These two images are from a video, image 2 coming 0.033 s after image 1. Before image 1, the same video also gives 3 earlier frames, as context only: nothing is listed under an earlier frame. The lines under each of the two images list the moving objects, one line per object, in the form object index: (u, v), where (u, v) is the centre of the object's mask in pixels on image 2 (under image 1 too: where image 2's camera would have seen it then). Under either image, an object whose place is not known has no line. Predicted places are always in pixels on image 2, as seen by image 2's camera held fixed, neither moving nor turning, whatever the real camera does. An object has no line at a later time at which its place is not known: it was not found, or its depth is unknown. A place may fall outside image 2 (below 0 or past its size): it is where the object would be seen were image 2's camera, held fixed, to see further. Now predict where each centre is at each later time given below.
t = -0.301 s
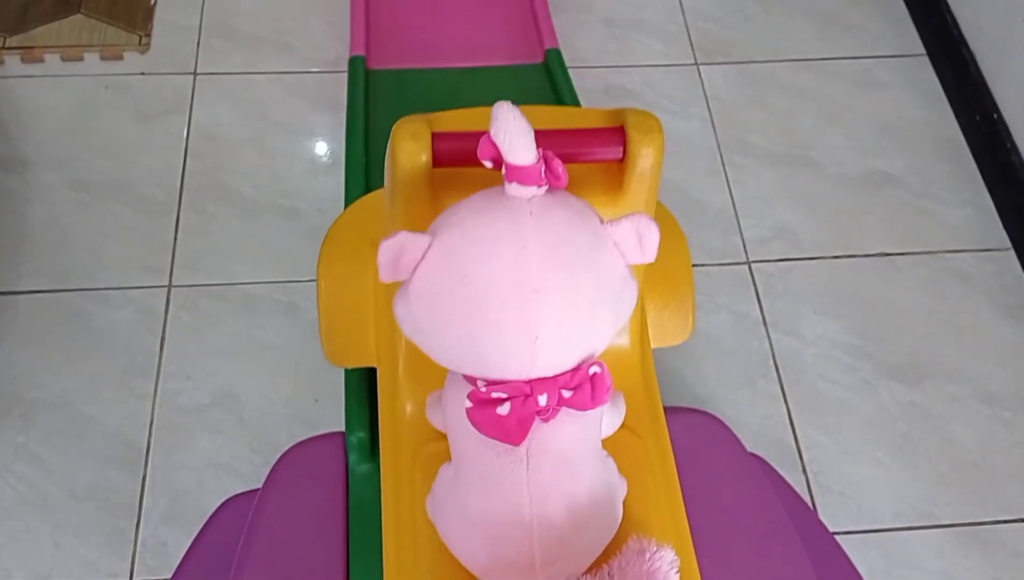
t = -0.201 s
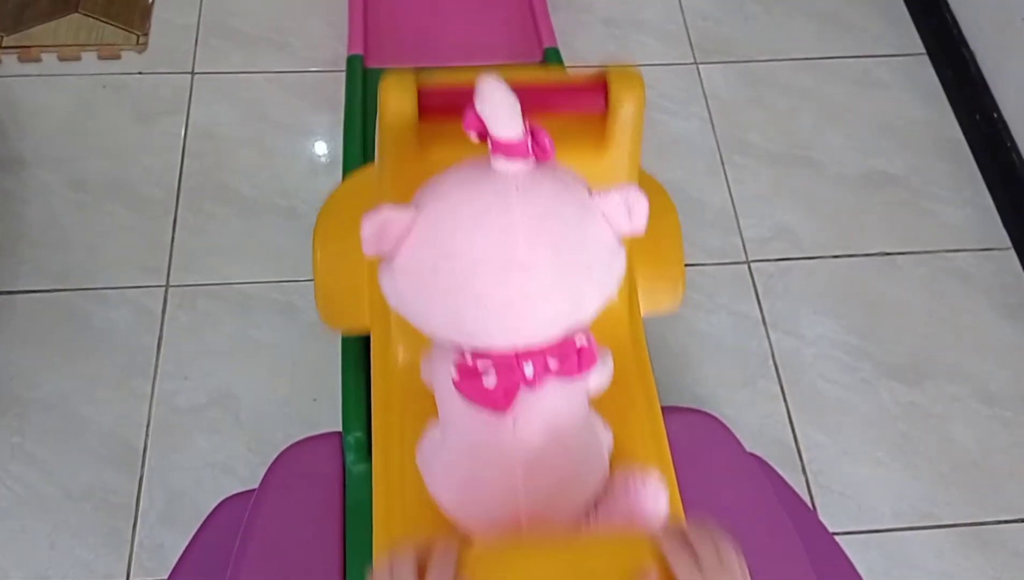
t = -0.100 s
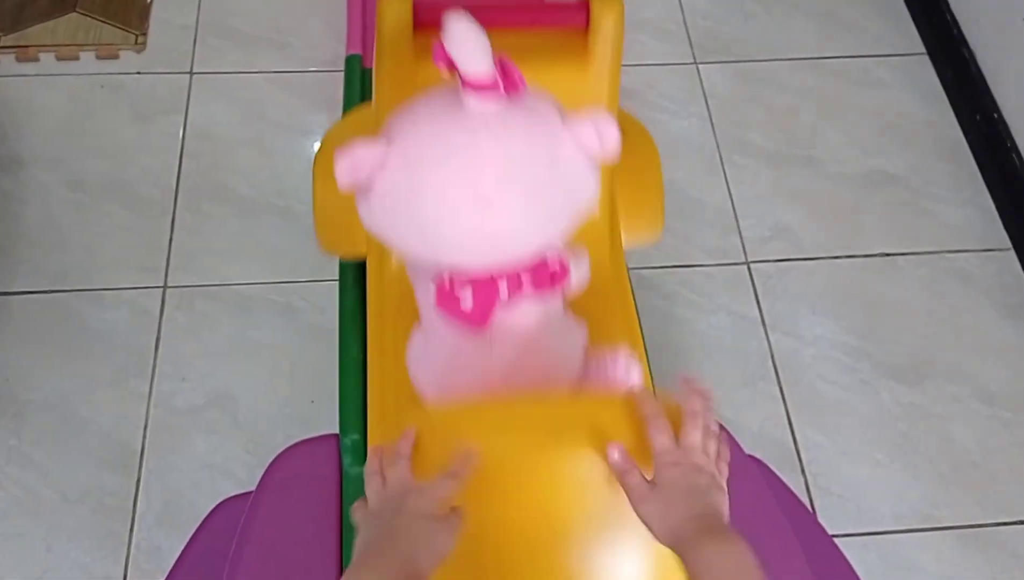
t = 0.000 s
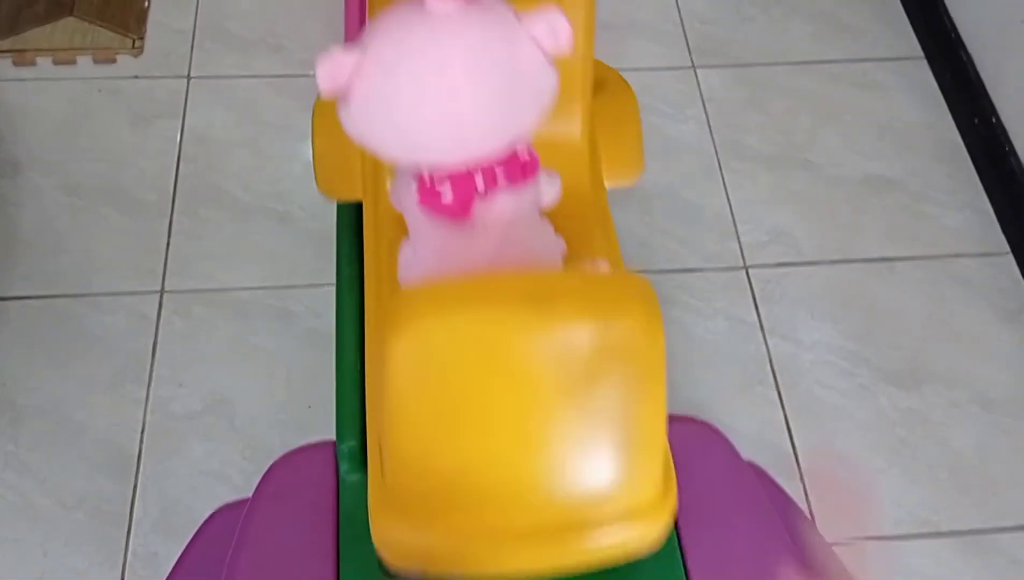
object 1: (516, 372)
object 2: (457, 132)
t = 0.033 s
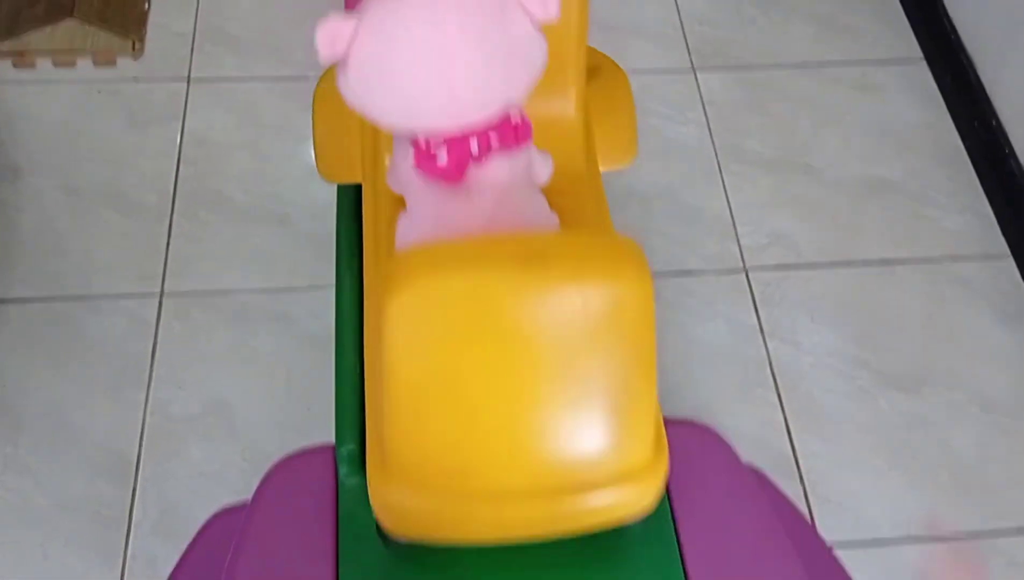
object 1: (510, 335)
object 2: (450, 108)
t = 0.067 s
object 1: (505, 301)
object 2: (447, 89)
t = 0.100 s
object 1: (499, 269)
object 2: (451, 70)
